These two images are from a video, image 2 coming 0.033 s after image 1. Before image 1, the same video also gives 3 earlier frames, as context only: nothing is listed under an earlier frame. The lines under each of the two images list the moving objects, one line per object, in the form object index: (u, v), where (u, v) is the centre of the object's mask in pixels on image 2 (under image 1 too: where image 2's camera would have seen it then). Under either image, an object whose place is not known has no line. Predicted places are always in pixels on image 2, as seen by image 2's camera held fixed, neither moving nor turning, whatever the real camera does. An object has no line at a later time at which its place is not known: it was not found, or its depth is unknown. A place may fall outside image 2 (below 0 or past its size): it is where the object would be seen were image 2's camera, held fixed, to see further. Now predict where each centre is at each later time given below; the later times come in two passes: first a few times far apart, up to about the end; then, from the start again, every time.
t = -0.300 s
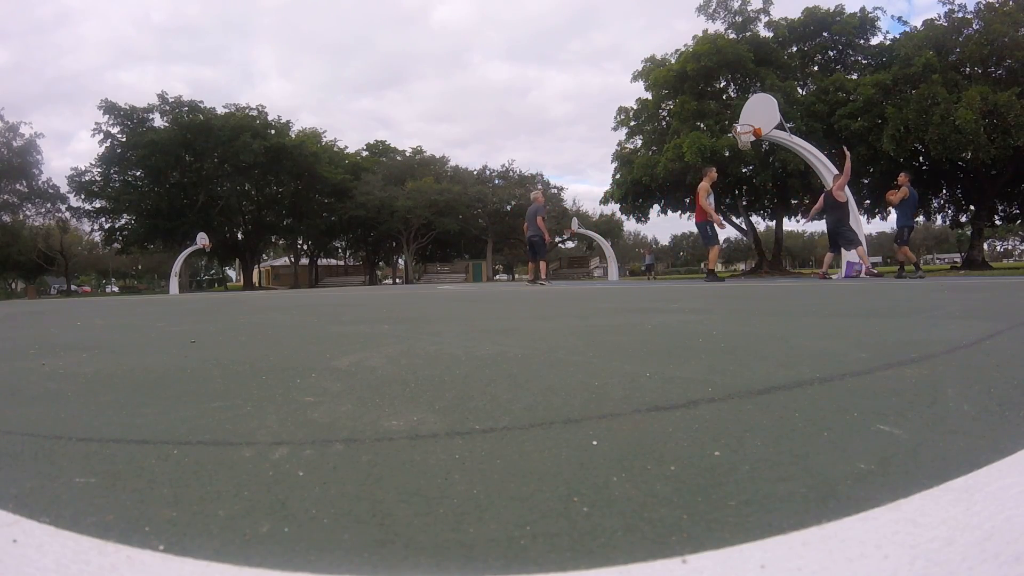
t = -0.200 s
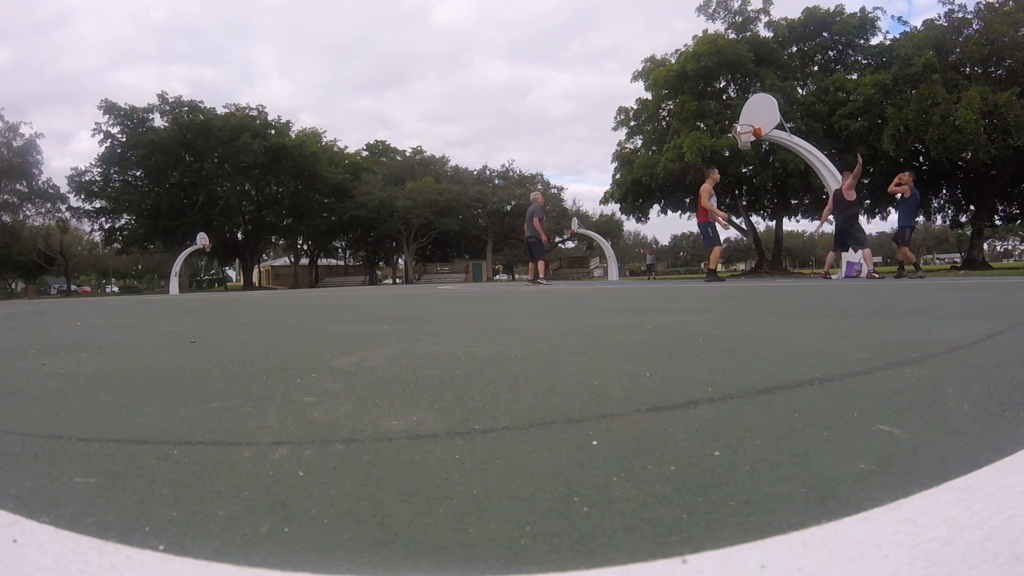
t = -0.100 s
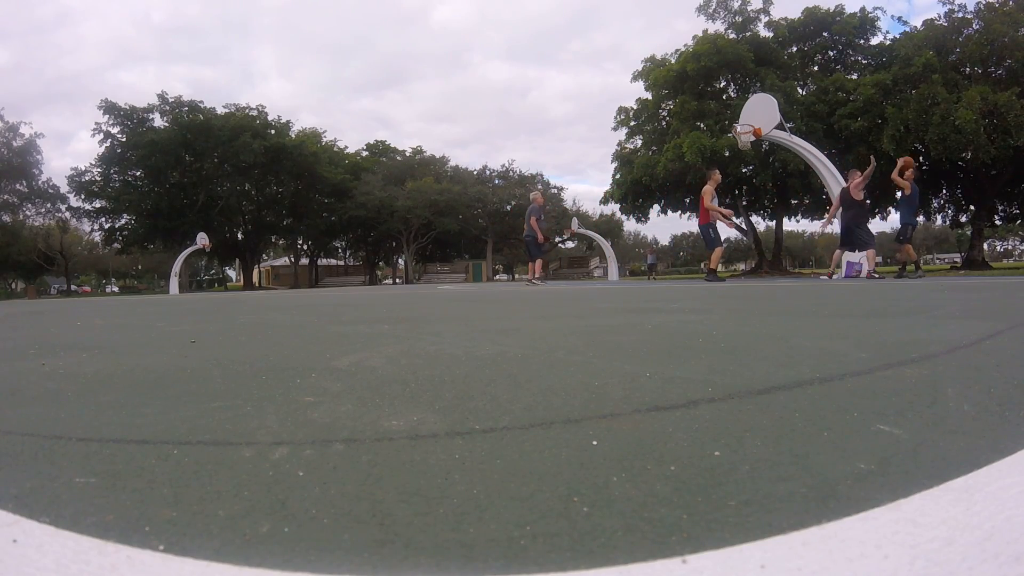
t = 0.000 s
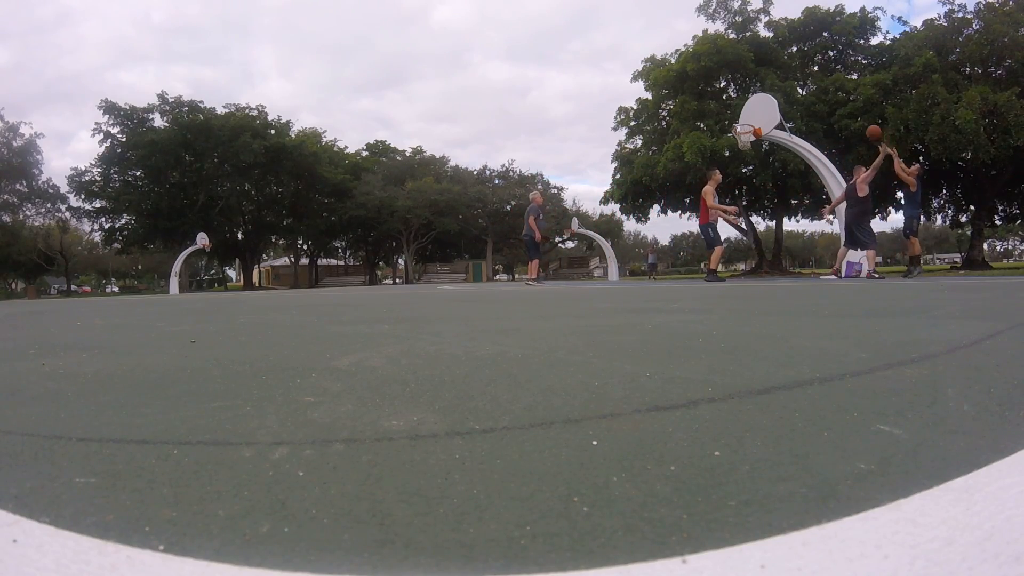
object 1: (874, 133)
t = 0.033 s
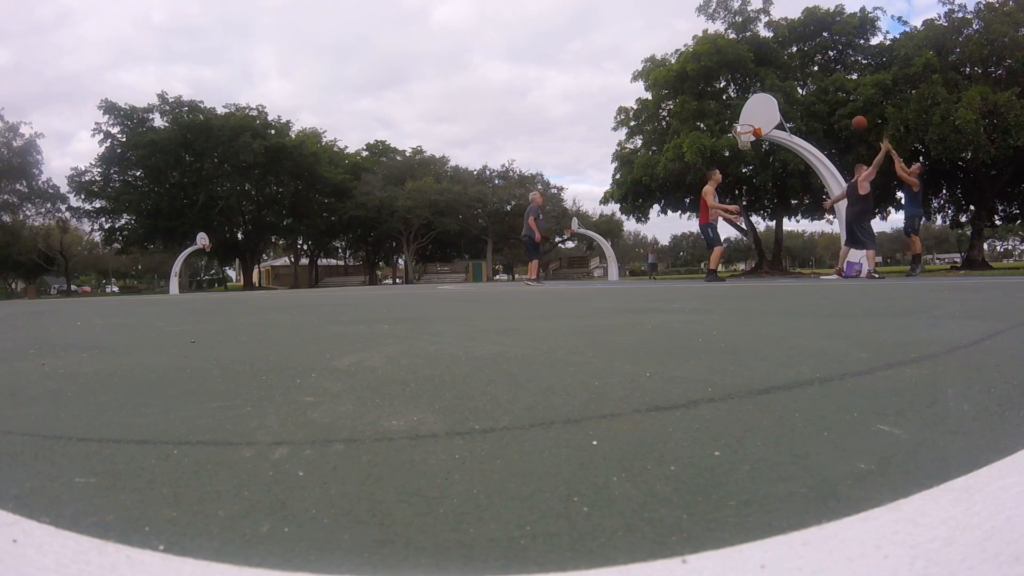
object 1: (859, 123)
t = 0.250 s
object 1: (769, 84)
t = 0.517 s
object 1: (673, 79)
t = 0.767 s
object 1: (597, 108)
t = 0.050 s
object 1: (852, 119)
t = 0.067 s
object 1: (844, 114)
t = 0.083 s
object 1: (838, 111)
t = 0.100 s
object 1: (831, 107)
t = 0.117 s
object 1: (824, 104)
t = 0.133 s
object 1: (817, 100)
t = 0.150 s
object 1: (810, 98)
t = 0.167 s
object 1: (803, 95)
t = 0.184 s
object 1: (796, 92)
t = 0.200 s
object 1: (789, 89)
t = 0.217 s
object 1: (783, 87)
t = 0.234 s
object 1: (776, 85)
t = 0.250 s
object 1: (769, 84)
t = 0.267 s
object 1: (763, 82)
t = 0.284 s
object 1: (757, 81)
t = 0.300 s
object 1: (750, 79)
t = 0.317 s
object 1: (744, 78)
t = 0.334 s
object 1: (738, 78)
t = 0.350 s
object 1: (732, 77)
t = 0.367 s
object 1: (726, 76)
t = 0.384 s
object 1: (719, 76)
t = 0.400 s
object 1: (714, 76)
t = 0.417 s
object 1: (707, 76)
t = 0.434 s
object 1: (702, 76)
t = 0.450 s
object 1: (696, 76)
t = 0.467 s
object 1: (690, 77)
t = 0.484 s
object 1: (684, 77)
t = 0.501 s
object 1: (679, 78)
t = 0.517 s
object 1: (673, 79)
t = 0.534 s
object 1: (667, 80)
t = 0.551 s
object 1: (662, 80)
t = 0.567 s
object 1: (657, 82)
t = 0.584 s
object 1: (652, 83)
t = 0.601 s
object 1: (647, 85)
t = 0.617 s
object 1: (642, 87)
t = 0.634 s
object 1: (636, 89)
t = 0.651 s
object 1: (631, 91)
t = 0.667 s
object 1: (626, 93)
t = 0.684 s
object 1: (621, 95)
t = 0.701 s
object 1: (616, 97)
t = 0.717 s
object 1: (611, 100)
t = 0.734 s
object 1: (606, 102)
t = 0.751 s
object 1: (601, 105)
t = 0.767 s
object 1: (597, 108)
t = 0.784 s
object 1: (592, 111)
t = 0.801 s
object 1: (587, 114)
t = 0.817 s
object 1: (583, 117)
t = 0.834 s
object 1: (578, 120)
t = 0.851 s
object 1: (574, 123)
